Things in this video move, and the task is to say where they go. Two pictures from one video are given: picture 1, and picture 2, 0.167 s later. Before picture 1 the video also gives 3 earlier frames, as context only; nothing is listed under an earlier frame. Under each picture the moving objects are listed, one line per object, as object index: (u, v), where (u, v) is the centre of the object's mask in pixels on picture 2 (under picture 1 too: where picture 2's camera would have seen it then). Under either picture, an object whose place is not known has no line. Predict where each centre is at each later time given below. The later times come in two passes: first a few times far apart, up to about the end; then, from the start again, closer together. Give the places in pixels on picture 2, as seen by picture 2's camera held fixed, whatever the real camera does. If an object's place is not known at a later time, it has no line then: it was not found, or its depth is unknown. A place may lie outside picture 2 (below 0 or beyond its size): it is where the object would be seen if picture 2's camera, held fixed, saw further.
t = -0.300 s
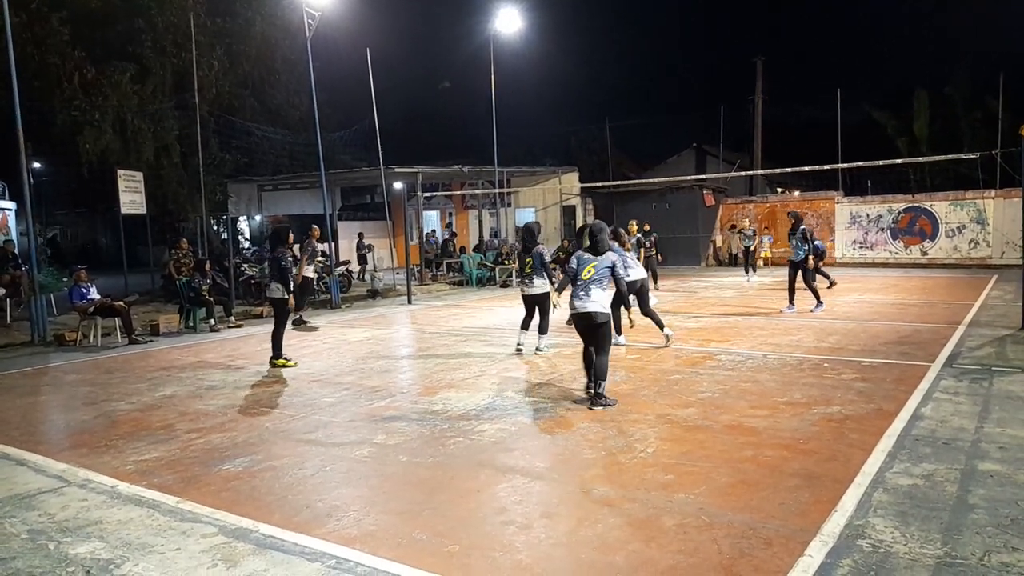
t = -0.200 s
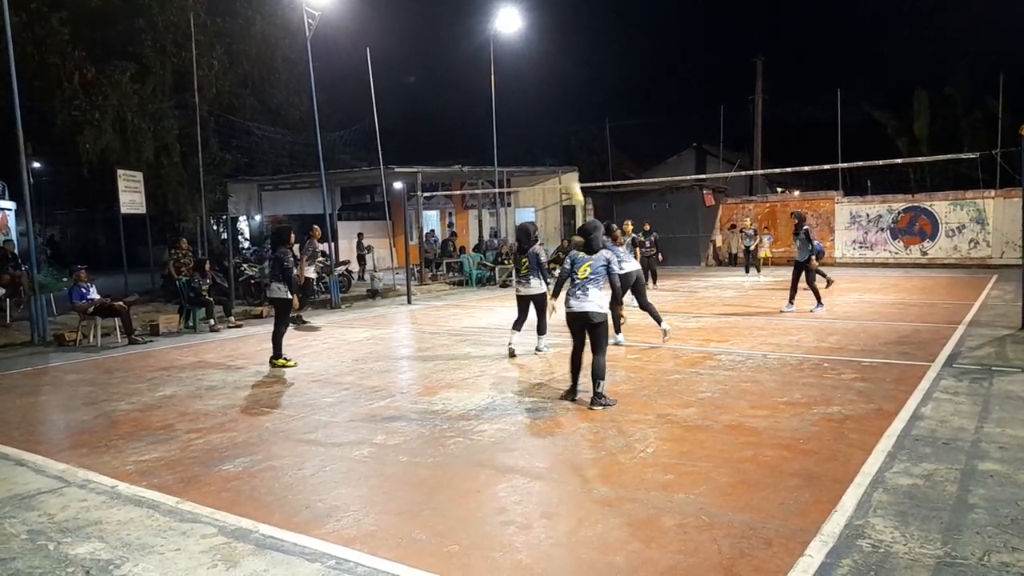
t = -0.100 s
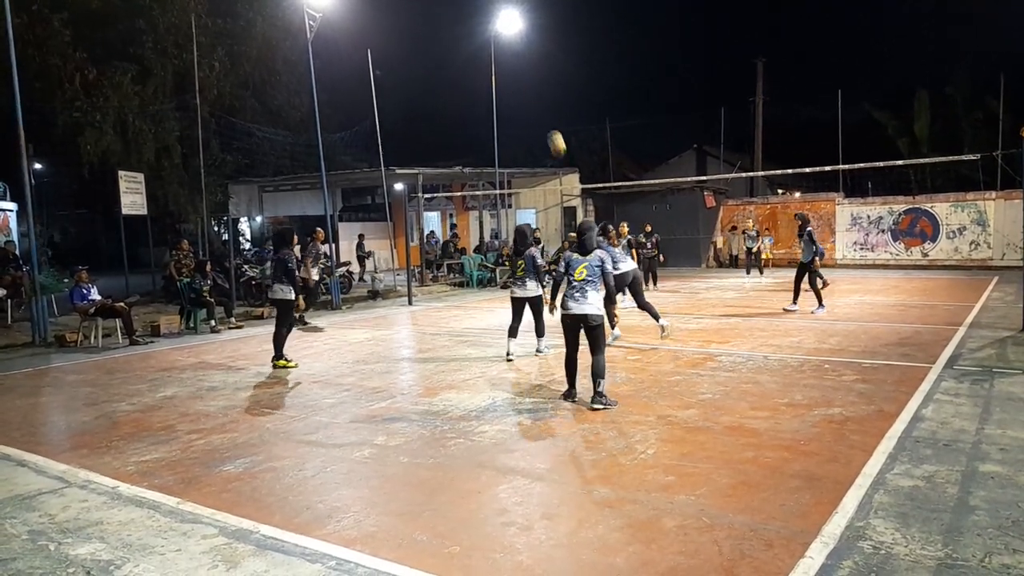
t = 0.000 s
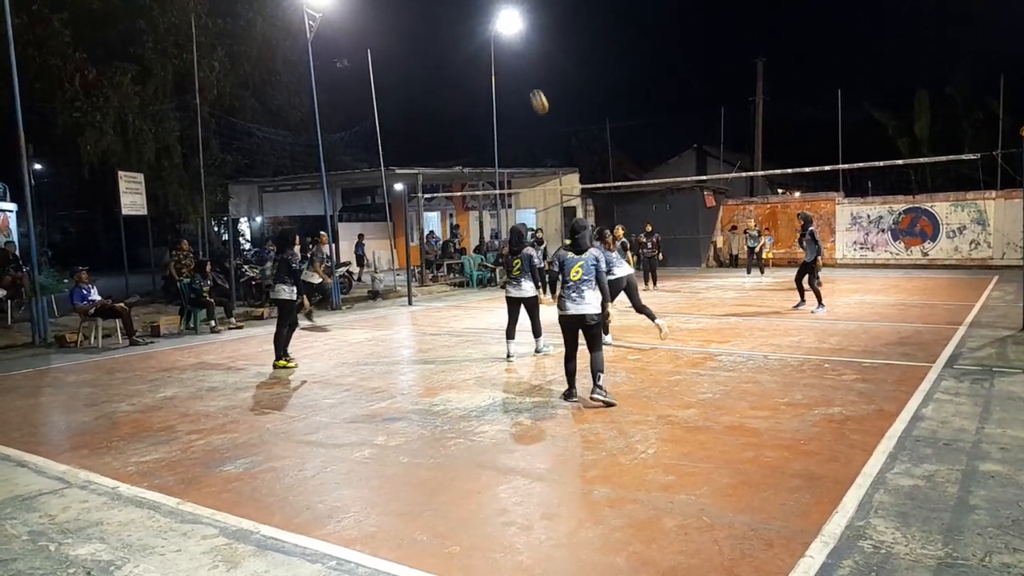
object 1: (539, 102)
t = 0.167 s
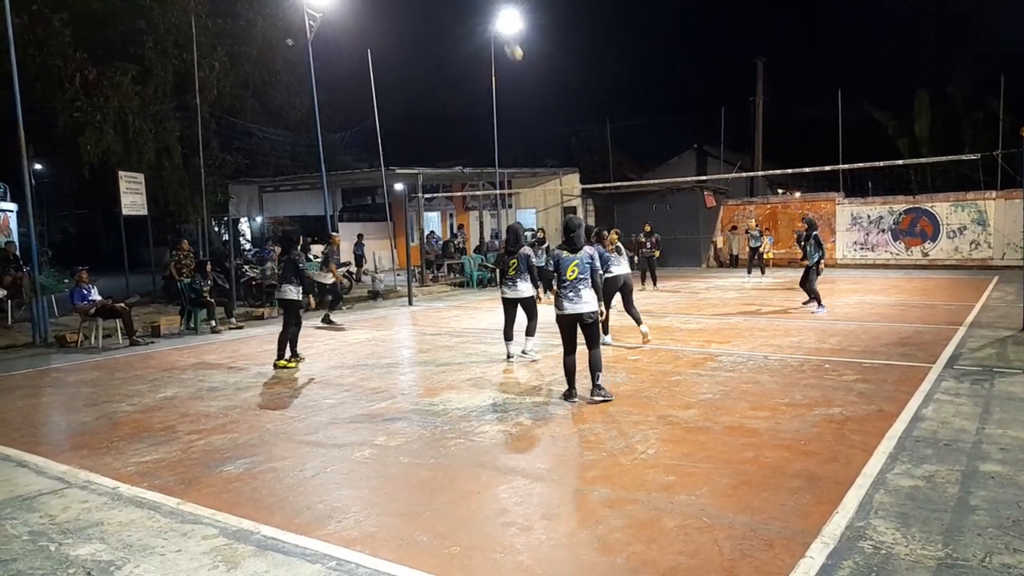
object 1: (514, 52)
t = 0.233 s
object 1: (504, 39)
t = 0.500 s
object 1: (467, 17)
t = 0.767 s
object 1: (435, 45)
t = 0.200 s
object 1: (508, 44)
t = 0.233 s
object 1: (504, 39)
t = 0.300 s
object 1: (490, 29)
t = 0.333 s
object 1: (489, 25)
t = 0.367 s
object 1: (485, 21)
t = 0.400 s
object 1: (480, 19)
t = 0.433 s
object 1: (475, 18)
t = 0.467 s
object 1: (471, 17)
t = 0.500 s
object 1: (467, 17)
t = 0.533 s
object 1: (463, 18)
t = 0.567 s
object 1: (458, 20)
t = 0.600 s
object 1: (454, 23)
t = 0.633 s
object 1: (450, 25)
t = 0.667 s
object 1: (447, 29)
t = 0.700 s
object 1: (443, 33)
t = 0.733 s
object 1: (439, 39)
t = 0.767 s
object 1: (435, 45)
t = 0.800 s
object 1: (432, 51)
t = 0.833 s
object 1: (428, 58)
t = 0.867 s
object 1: (425, 66)
